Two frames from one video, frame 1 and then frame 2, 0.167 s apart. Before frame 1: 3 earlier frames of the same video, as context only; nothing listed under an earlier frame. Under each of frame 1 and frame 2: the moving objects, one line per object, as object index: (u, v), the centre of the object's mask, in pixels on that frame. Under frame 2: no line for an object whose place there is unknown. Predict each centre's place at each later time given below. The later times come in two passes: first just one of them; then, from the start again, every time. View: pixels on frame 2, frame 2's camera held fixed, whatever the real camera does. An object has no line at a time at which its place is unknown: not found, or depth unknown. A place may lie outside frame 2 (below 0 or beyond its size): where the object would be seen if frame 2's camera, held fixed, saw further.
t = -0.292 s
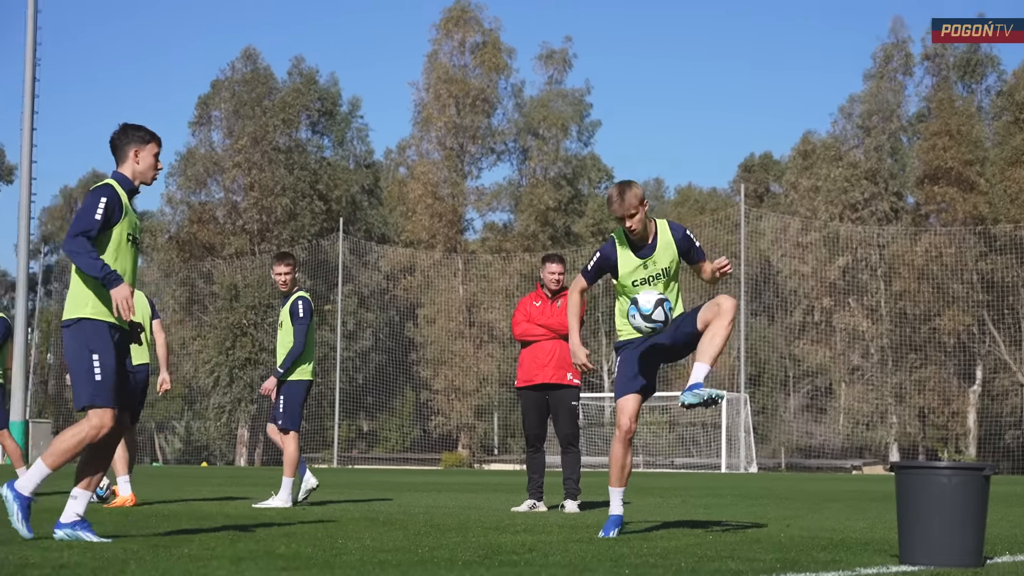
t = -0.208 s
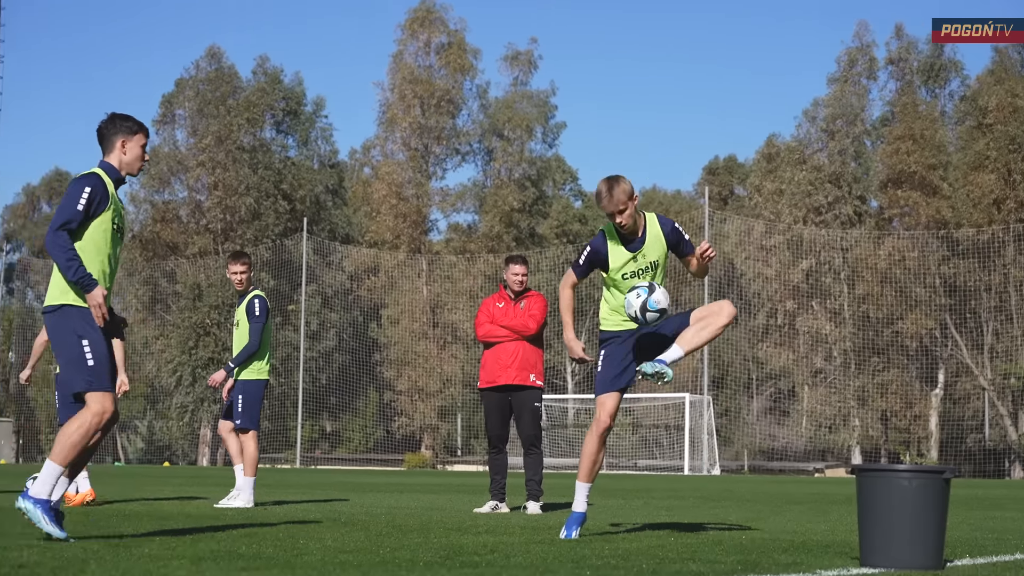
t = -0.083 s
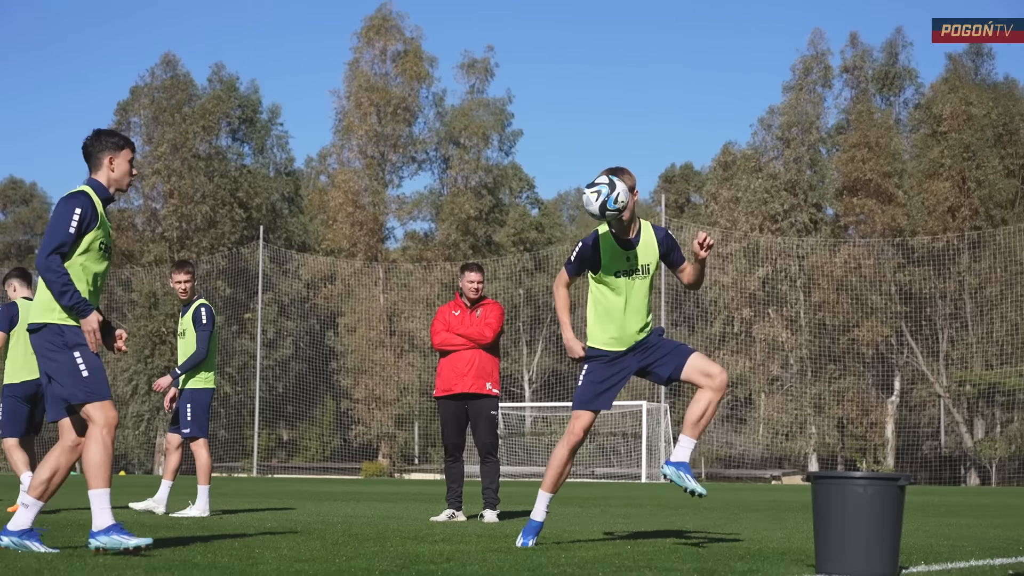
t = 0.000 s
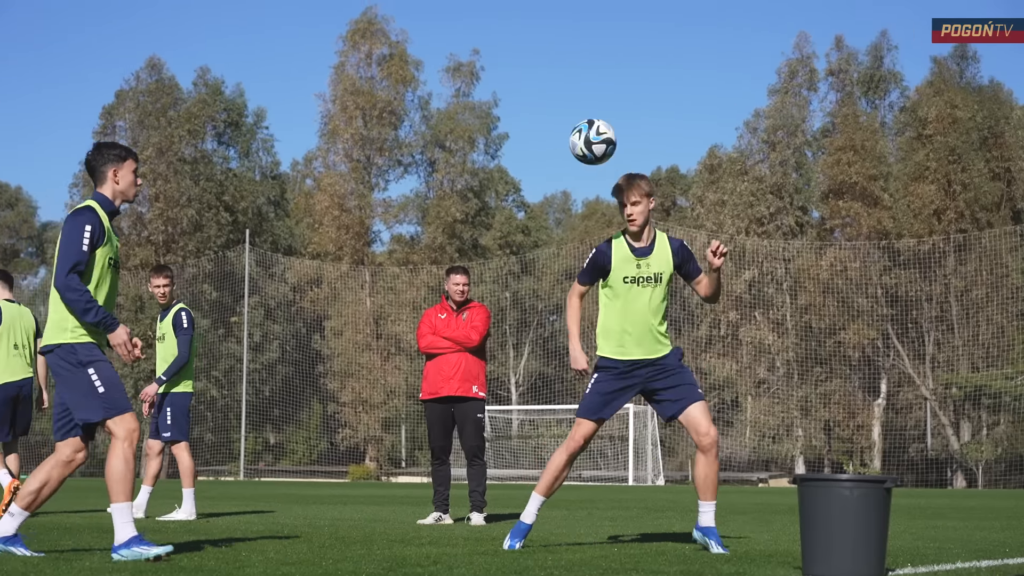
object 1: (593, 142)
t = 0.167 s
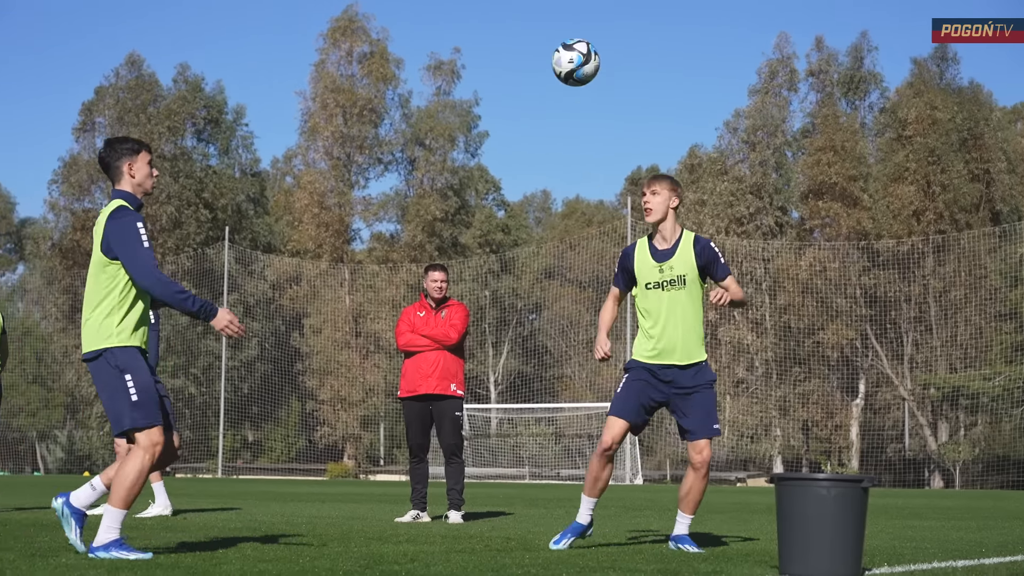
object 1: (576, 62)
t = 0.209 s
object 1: (574, 51)
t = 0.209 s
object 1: (574, 51)
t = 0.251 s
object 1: (573, 43)
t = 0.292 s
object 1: (572, 39)
